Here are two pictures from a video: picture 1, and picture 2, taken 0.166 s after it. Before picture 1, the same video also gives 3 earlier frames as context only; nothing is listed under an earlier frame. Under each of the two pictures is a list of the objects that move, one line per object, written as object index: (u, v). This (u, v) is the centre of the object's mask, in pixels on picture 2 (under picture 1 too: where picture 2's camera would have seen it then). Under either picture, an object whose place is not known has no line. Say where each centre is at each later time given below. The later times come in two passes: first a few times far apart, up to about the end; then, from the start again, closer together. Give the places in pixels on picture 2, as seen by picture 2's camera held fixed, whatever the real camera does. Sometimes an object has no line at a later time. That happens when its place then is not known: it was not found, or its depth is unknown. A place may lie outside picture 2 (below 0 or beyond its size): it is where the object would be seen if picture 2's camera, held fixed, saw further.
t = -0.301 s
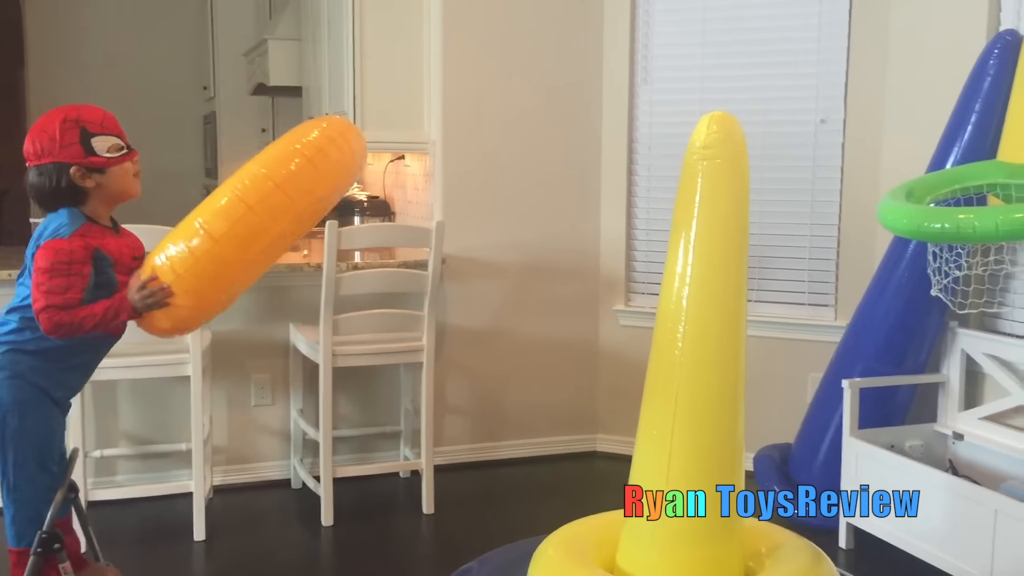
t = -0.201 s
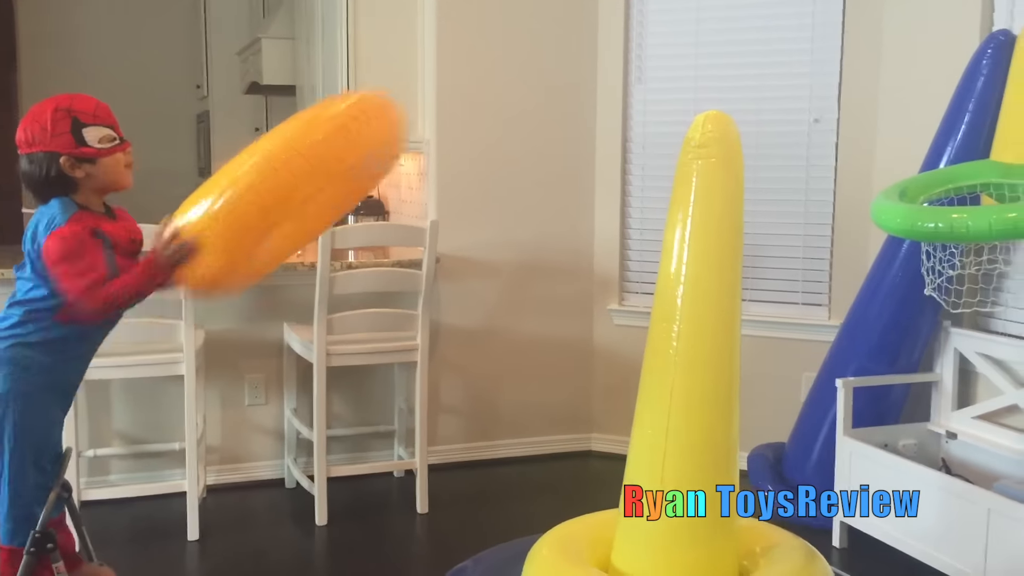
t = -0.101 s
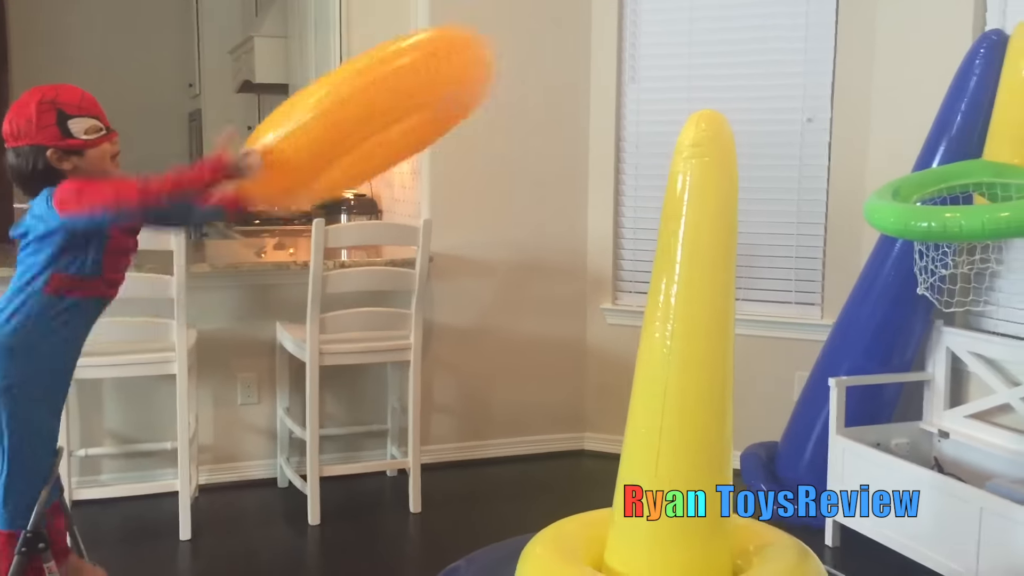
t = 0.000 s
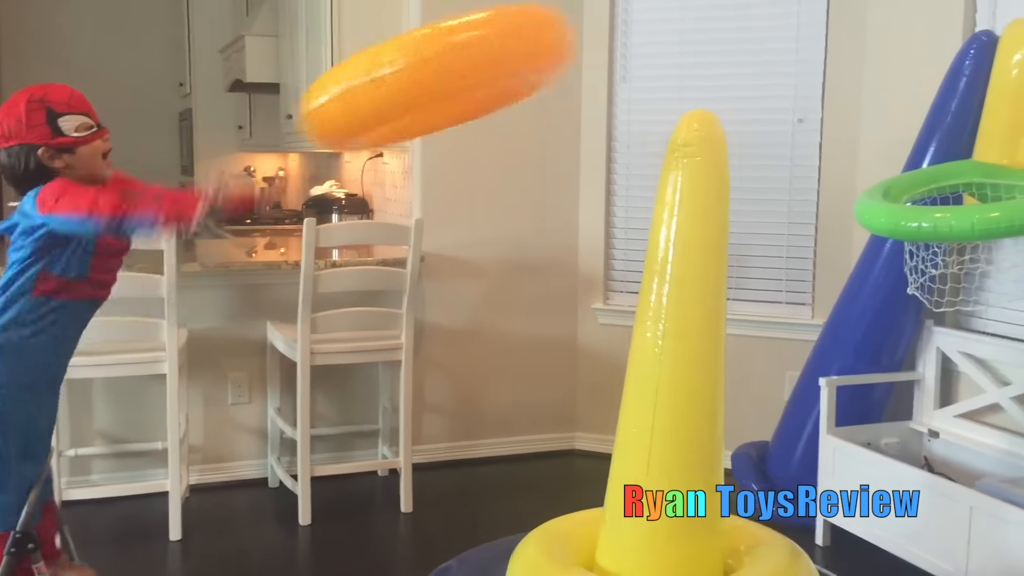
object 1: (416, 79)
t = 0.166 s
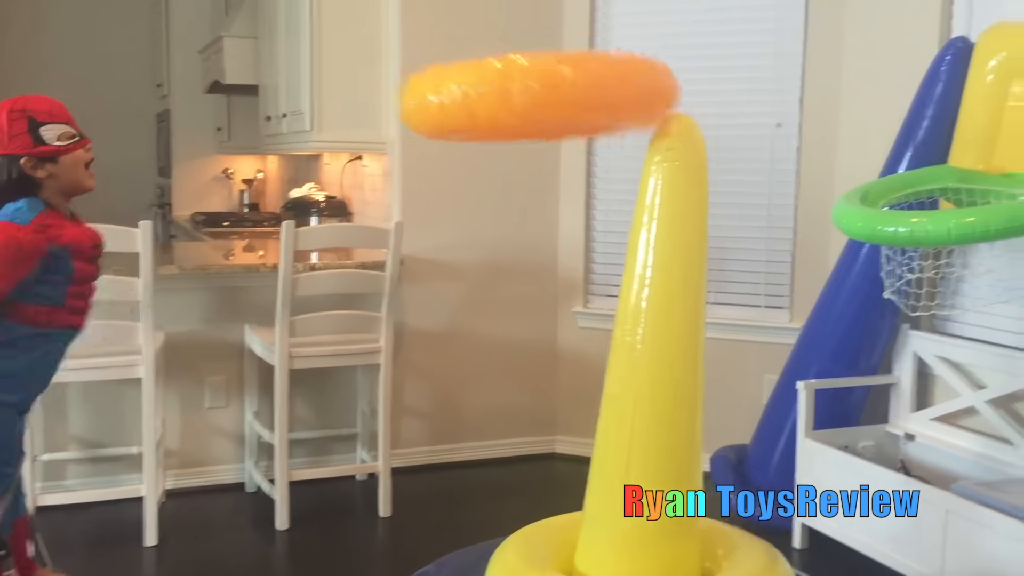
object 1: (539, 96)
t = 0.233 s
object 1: (566, 115)
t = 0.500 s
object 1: (548, 291)
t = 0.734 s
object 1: (507, 386)
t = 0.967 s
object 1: (455, 397)
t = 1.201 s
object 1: (397, 519)
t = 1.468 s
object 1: (361, 538)
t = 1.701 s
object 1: (346, 564)
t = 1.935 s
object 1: (344, 565)
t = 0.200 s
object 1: (558, 108)
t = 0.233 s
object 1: (566, 115)
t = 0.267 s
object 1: (572, 126)
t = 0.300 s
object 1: (573, 138)
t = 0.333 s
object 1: (570, 154)
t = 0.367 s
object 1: (566, 173)
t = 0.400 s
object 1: (562, 198)
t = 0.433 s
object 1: (558, 224)
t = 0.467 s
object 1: (553, 256)
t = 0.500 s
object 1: (548, 291)
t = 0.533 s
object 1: (542, 328)
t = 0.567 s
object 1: (536, 369)
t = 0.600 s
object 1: (529, 407)
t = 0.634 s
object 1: (523, 422)
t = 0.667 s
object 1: (518, 409)
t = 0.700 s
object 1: (513, 395)
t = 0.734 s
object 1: (507, 386)
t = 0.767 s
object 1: (502, 379)
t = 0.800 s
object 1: (496, 375)
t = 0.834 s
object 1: (488, 374)
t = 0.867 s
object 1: (480, 375)
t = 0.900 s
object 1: (471, 380)
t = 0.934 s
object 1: (463, 387)
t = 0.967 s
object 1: (455, 397)
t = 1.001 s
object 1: (446, 409)
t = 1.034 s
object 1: (438, 423)
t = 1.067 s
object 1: (430, 440)
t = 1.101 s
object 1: (422, 458)
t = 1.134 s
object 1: (414, 478)
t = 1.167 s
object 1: (406, 500)
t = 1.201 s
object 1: (397, 519)
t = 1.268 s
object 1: (377, 548)
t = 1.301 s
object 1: (368, 560)
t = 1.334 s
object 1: (367, 553)
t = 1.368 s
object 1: (368, 545)
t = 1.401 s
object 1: (368, 541)
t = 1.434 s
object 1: (366, 539)
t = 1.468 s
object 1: (361, 538)
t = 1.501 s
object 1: (357, 539)
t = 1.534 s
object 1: (353, 542)
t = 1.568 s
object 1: (350, 547)
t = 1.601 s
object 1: (348, 551)
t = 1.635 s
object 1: (347, 554)
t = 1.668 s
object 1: (346, 558)
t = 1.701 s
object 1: (346, 564)
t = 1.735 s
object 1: (345, 572)
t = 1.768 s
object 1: (343, 581)
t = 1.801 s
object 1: (342, 576)
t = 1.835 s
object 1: (341, 572)
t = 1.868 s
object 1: (340, 570)
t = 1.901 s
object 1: (341, 568)
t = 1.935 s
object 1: (344, 565)
